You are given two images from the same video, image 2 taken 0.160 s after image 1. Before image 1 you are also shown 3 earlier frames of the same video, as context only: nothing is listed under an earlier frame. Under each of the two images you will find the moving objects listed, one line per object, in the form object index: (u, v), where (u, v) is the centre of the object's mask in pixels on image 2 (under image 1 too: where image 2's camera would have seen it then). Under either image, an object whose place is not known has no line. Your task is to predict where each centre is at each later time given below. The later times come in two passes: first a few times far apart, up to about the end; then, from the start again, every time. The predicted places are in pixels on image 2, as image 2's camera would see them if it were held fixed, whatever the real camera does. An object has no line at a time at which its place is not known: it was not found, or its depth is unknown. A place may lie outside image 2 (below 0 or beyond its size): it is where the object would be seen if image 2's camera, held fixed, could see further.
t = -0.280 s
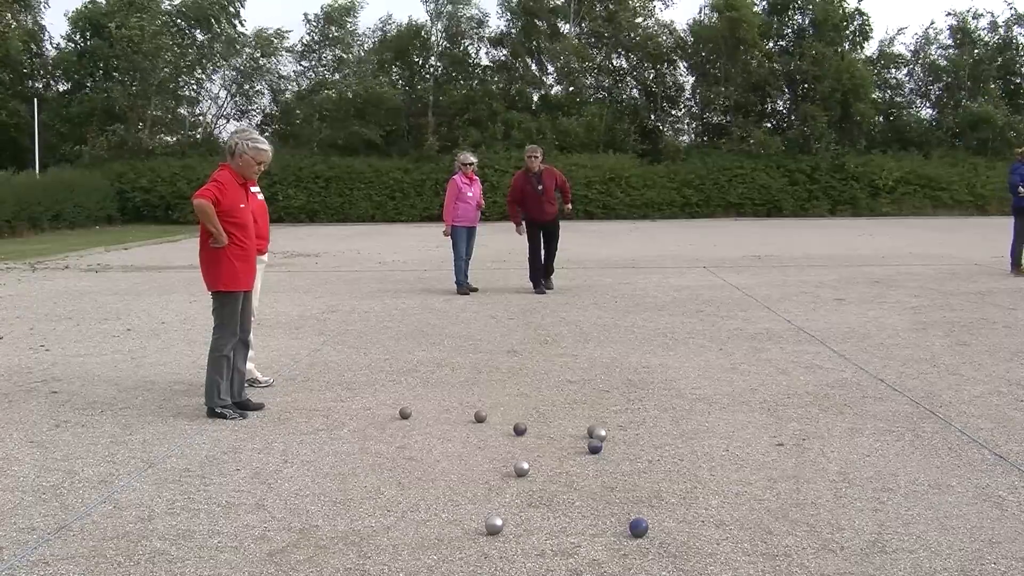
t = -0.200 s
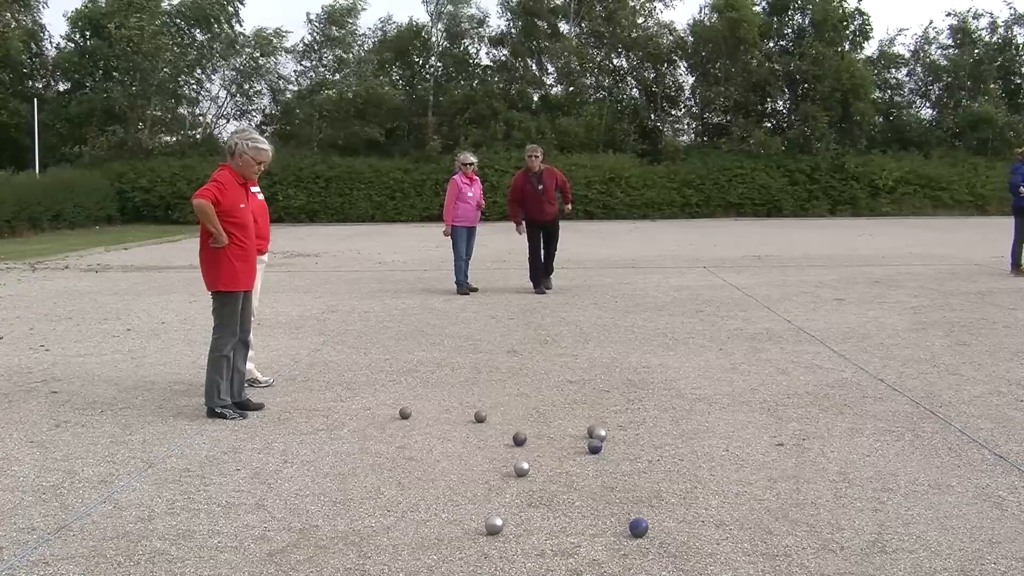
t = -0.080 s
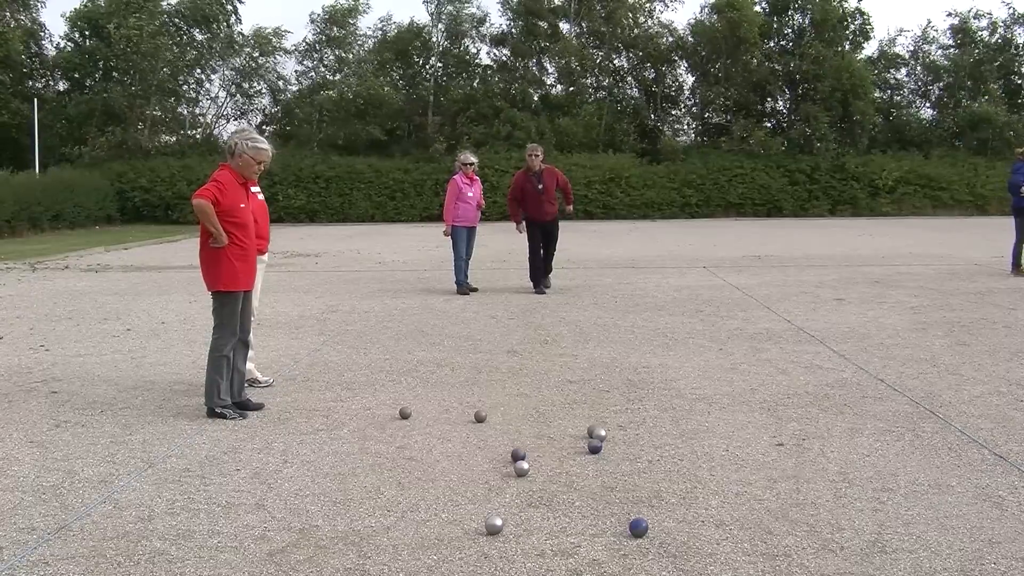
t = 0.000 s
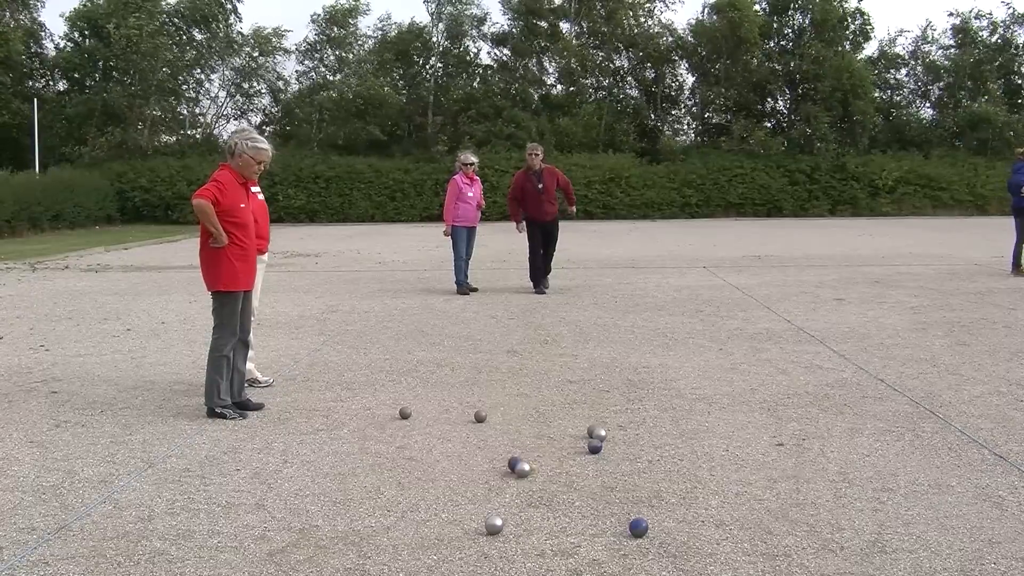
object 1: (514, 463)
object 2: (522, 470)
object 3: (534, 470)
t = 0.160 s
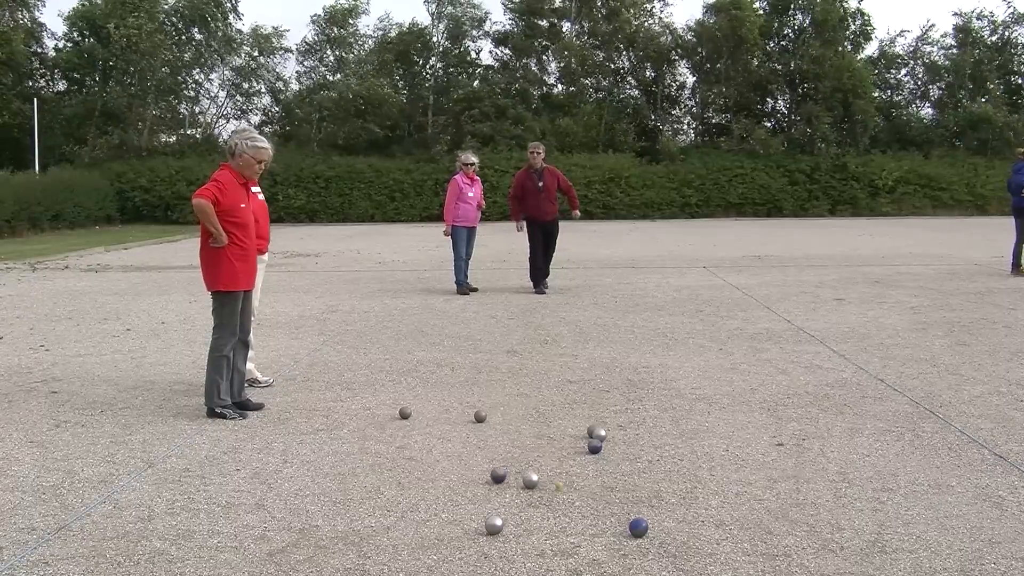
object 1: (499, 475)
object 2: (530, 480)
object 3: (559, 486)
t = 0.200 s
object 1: (495, 478)
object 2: (532, 482)
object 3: (563, 490)
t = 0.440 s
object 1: (475, 496)
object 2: (536, 491)
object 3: (592, 511)
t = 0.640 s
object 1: (460, 511)
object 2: (541, 497)
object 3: (609, 525)
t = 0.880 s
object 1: (447, 526)
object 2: (548, 499)
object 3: (627, 542)
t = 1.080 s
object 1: (438, 538)
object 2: (548, 500)
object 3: (635, 551)
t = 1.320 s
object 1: (429, 550)
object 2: (548, 500)
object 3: (643, 556)
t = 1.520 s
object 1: (425, 558)
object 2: (548, 500)
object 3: (647, 558)
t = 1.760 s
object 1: (420, 565)
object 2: (548, 501)
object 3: (648, 558)
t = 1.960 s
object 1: (413, 567)
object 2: (548, 501)
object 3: (648, 558)
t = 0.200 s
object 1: (495, 478)
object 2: (532, 482)
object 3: (563, 490)
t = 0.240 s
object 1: (492, 481)
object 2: (532, 484)
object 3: (567, 490)
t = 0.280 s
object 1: (488, 484)
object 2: (533, 486)
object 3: (573, 498)
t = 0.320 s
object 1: (485, 487)
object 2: (534, 487)
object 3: (575, 499)
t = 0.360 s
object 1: (482, 491)
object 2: (534, 487)
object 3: (582, 504)
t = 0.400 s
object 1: (478, 494)
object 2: (535, 490)
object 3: (585, 508)
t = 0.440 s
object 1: (475, 496)
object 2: (536, 491)
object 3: (592, 511)
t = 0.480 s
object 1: (471, 499)
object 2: (536, 492)
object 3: (594, 515)
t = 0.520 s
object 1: (468, 502)
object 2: (537, 494)
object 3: (600, 516)
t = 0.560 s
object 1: (465, 504)
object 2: (538, 495)
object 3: (602, 519)
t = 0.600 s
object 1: (462, 508)
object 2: (539, 496)
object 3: (606, 524)
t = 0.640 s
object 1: (460, 511)
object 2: (541, 497)
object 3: (609, 525)
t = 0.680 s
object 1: (457, 513)
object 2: (542, 498)
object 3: (613, 531)
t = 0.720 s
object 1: (455, 516)
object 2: (544, 498)
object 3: (617, 532)
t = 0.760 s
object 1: (452, 519)
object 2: (545, 499)
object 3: (618, 535)
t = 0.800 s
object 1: (450, 521)
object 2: (547, 499)
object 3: (623, 537)
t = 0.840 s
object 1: (449, 523)
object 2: (547, 499)
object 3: (625, 540)
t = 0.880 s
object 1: (447, 526)
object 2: (548, 499)
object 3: (627, 542)
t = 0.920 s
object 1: (445, 528)
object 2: (548, 500)
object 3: (630, 545)
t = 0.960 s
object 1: (443, 531)
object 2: (548, 500)
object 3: (632, 546)
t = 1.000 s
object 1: (441, 534)
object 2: (548, 500)
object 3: (633, 547)
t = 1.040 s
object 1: (440, 535)
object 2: (548, 500)
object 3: (634, 550)
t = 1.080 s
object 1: (438, 538)
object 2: (548, 500)
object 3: (635, 551)
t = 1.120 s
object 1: (436, 540)
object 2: (548, 500)
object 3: (637, 552)
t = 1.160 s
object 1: (435, 542)
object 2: (548, 500)
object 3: (639, 554)
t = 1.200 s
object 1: (433, 544)
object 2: (548, 500)
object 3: (640, 555)
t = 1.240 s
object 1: (432, 546)
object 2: (548, 500)
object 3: (641, 555)
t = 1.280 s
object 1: (431, 548)
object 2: (548, 500)
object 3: (642, 556)
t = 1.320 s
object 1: (429, 550)
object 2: (548, 500)
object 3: (643, 556)
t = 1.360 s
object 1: (428, 552)
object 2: (548, 500)
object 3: (643, 556)
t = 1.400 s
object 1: (427, 553)
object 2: (548, 500)
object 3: (645, 557)
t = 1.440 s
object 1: (426, 555)
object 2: (548, 500)
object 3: (646, 558)
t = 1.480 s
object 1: (426, 557)
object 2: (548, 500)
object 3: (647, 558)
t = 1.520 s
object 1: (425, 558)
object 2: (548, 500)
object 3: (647, 558)
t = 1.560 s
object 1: (424, 560)
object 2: (548, 500)
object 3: (647, 558)
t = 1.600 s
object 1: (423, 561)
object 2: (548, 500)
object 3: (647, 558)
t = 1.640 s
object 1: (422, 563)
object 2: (548, 501)
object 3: (647, 558)
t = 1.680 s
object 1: (422, 564)
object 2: (548, 501)
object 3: (647, 558)
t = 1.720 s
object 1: (421, 564)
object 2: (548, 501)
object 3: (648, 558)
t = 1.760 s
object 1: (420, 565)
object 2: (548, 501)
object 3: (648, 558)
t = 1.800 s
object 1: (418, 566)
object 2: (548, 501)
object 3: (648, 558)
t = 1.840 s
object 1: (416, 566)
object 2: (548, 500)
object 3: (648, 558)
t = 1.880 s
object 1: (415, 567)
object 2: (548, 501)
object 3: (648, 558)
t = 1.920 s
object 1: (414, 567)
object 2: (548, 500)
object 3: (648, 558)
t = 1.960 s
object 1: (413, 567)
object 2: (548, 501)
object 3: (648, 558)
